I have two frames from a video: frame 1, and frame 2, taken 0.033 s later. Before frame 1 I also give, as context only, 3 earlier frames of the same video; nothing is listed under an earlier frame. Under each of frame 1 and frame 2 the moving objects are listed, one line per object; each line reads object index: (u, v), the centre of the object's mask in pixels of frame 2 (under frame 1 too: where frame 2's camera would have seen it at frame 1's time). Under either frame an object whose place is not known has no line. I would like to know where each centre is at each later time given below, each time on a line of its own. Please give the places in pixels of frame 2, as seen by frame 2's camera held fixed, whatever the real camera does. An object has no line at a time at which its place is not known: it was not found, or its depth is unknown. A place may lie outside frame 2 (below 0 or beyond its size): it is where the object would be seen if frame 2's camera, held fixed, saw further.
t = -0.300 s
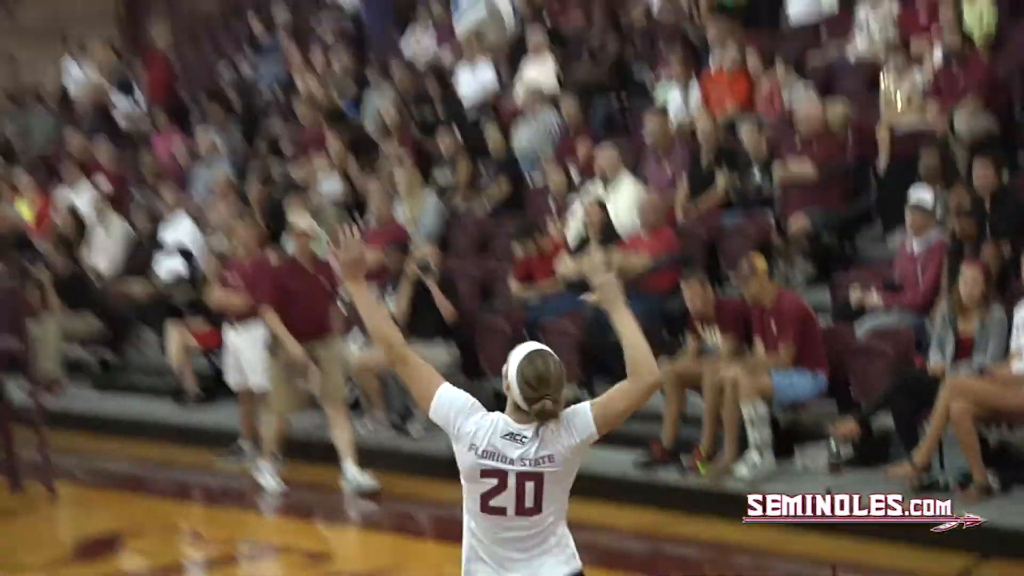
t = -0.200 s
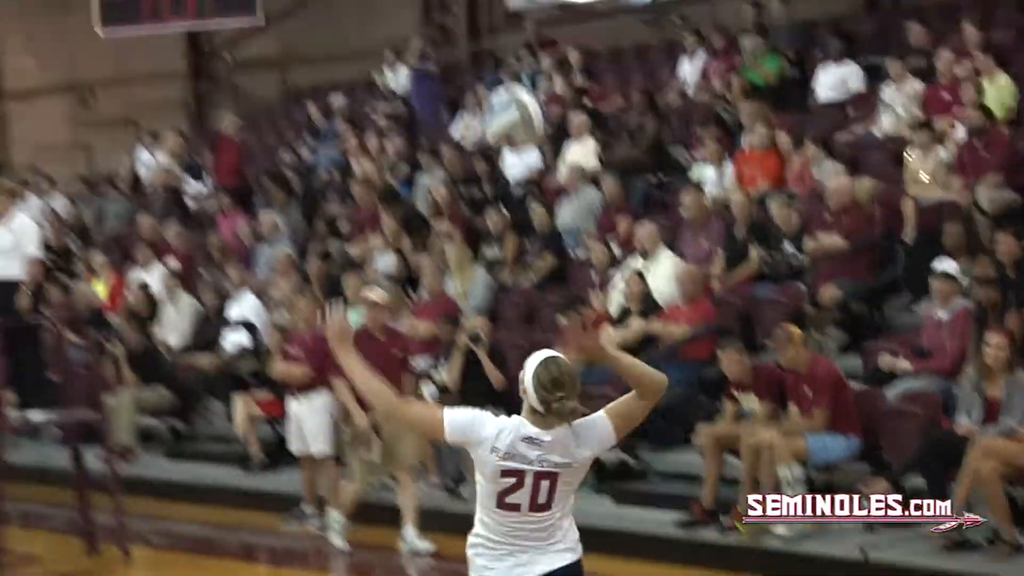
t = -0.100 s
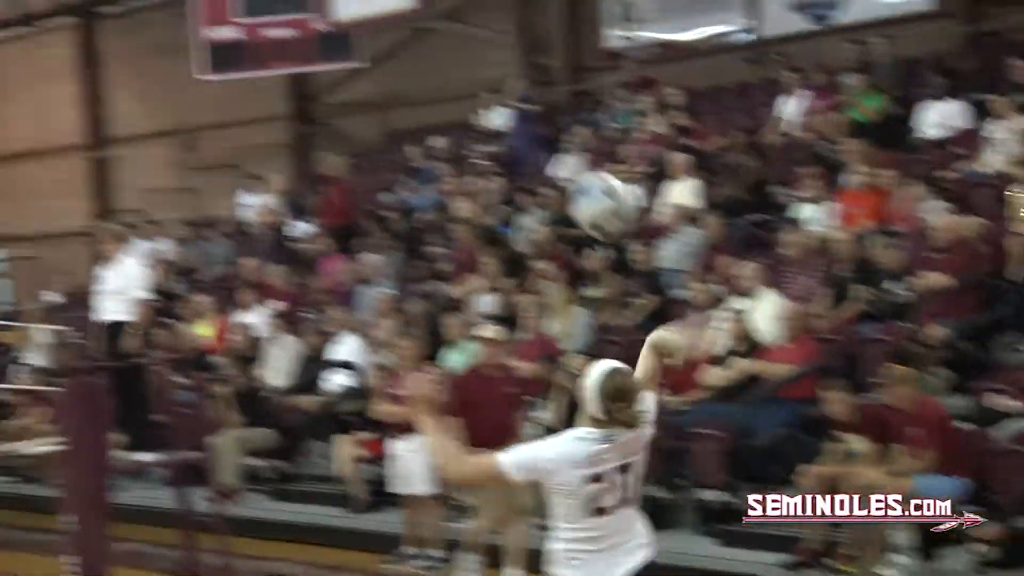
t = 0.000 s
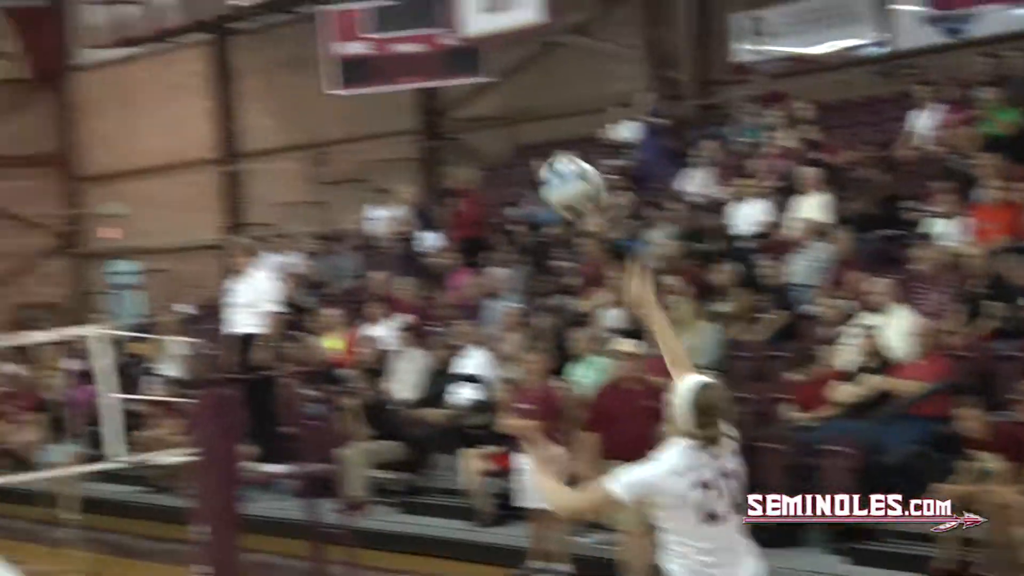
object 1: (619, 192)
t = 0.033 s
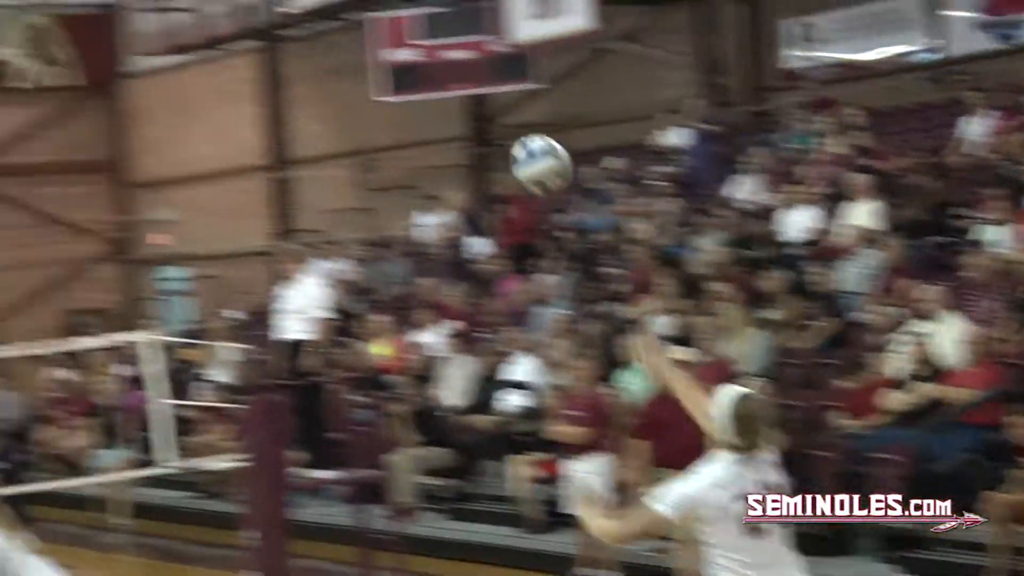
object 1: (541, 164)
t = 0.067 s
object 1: (470, 139)
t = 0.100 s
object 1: (405, 117)
